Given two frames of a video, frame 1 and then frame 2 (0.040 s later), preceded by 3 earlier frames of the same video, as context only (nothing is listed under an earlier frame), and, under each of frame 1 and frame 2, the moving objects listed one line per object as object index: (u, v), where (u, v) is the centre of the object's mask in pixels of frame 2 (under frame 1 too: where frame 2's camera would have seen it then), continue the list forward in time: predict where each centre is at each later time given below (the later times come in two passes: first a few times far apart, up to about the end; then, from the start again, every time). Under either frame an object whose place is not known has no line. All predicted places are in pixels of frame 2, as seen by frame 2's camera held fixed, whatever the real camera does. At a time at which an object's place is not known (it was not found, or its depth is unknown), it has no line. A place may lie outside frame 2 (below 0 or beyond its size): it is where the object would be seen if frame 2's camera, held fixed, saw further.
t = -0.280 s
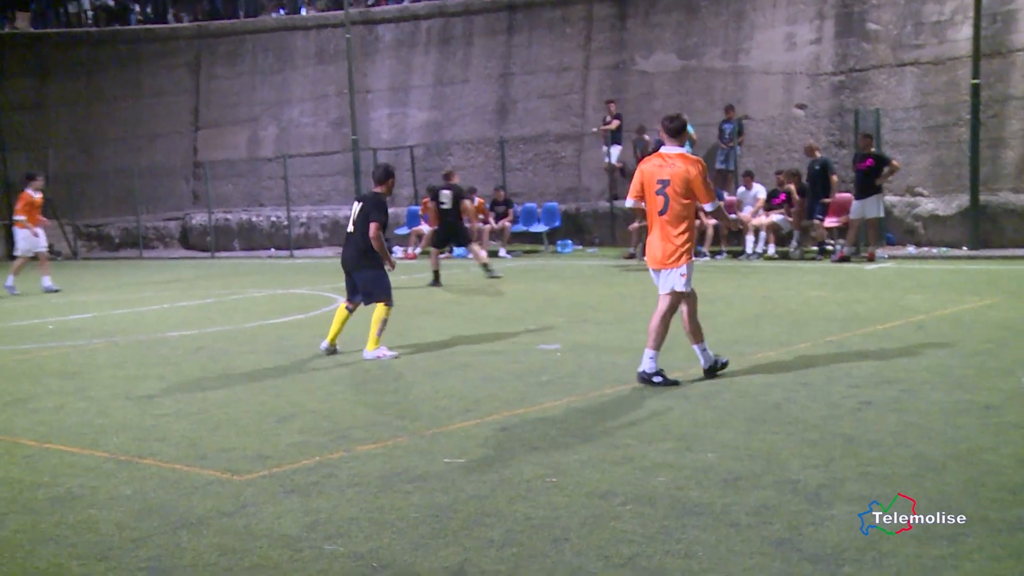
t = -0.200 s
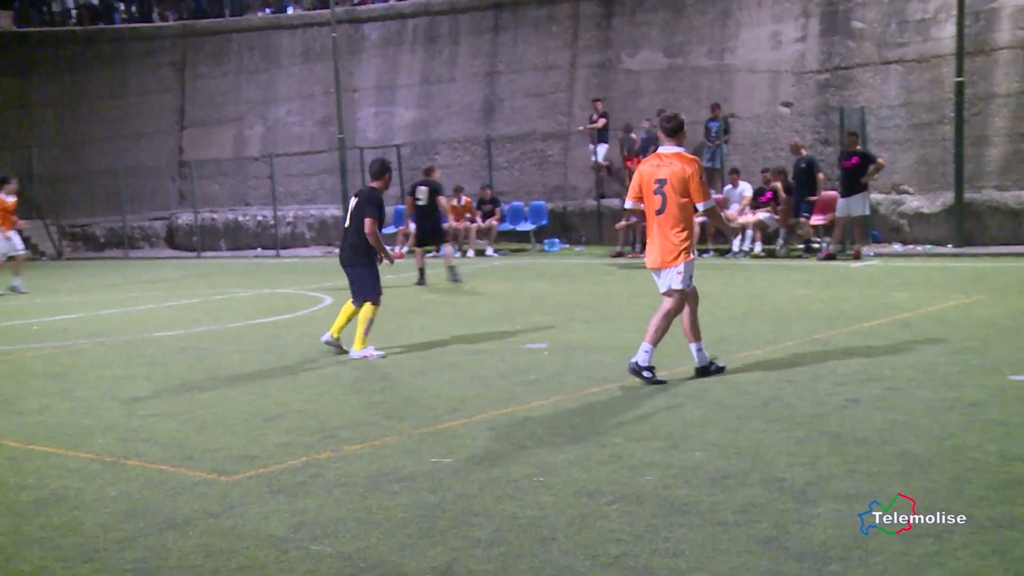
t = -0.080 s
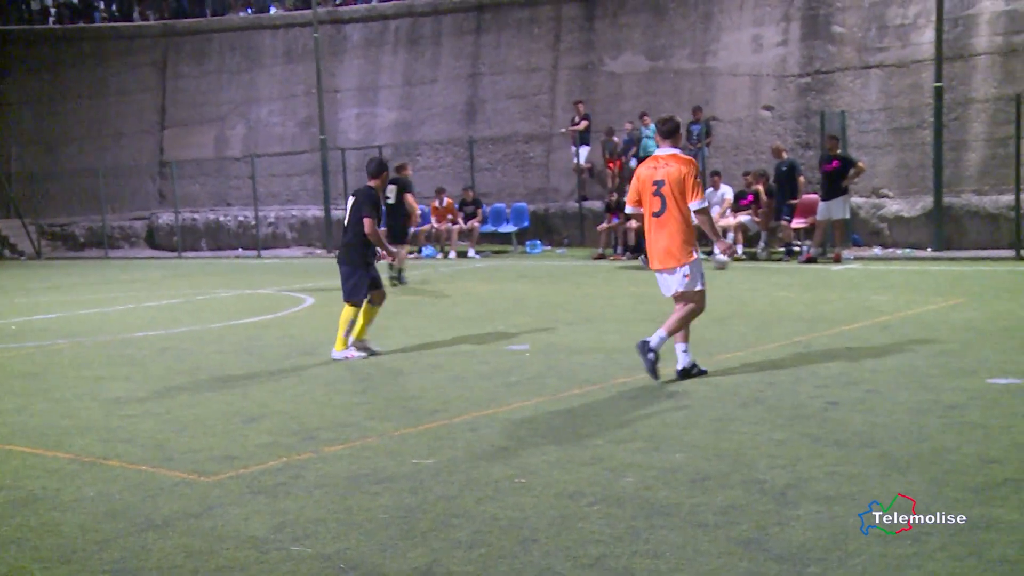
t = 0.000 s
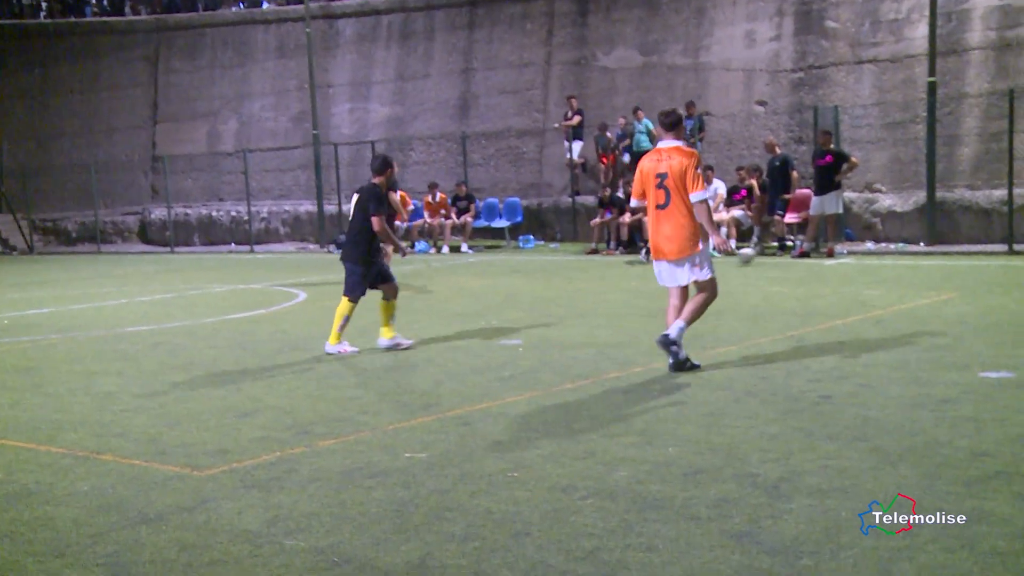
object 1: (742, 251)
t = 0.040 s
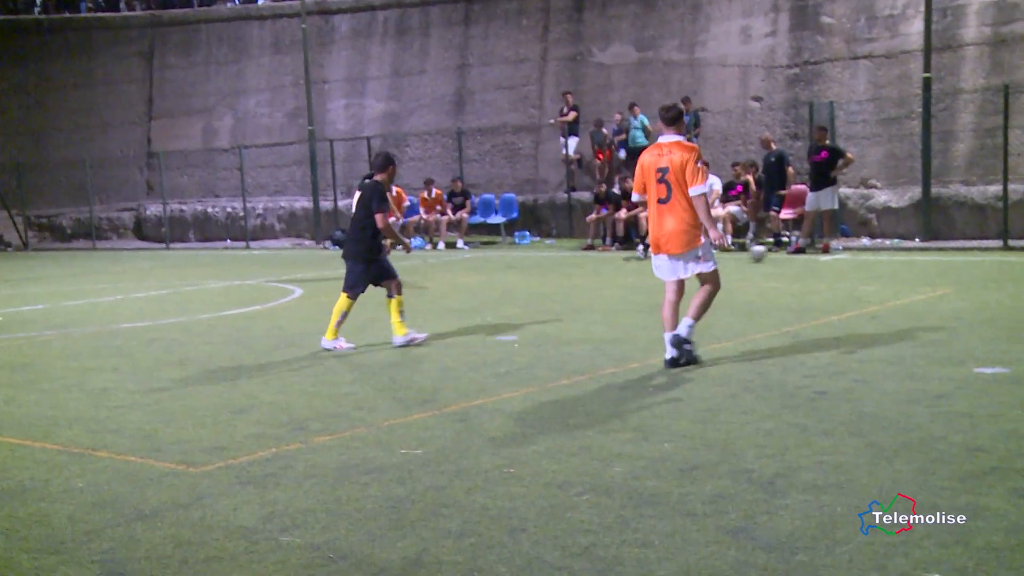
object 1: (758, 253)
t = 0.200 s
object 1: (820, 257)
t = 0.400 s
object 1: (896, 260)
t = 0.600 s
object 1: (978, 264)
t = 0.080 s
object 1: (774, 255)
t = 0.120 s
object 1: (789, 255)
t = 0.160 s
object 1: (805, 256)
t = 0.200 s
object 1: (820, 257)
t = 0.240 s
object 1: (836, 258)
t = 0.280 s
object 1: (850, 258)
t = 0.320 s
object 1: (865, 259)
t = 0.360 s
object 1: (881, 260)
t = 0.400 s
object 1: (896, 260)
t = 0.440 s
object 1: (912, 261)
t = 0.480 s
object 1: (928, 262)
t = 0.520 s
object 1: (945, 262)
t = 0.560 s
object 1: (962, 263)
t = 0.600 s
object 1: (978, 264)
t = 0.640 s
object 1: (996, 264)
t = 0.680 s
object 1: (1014, 264)
